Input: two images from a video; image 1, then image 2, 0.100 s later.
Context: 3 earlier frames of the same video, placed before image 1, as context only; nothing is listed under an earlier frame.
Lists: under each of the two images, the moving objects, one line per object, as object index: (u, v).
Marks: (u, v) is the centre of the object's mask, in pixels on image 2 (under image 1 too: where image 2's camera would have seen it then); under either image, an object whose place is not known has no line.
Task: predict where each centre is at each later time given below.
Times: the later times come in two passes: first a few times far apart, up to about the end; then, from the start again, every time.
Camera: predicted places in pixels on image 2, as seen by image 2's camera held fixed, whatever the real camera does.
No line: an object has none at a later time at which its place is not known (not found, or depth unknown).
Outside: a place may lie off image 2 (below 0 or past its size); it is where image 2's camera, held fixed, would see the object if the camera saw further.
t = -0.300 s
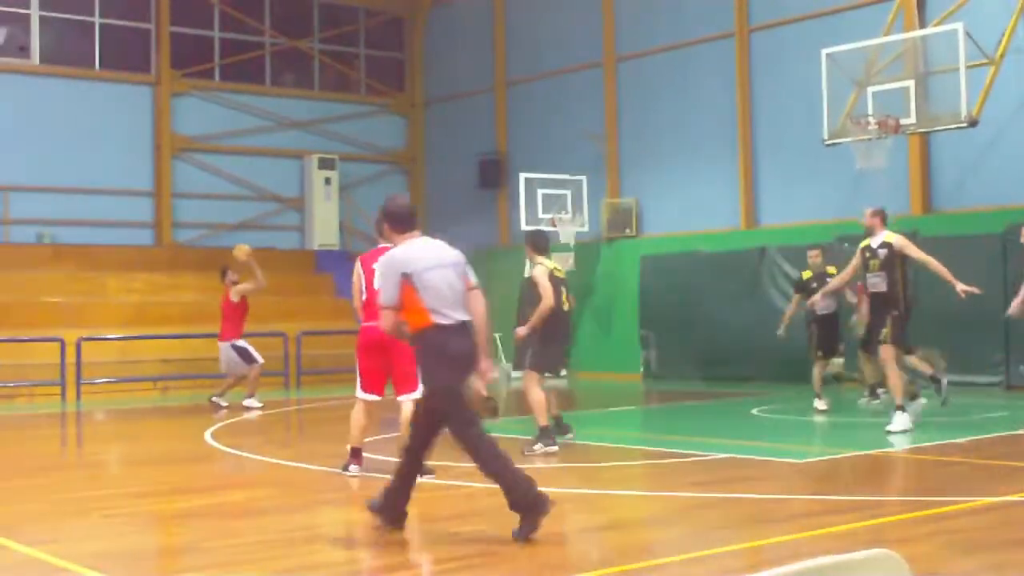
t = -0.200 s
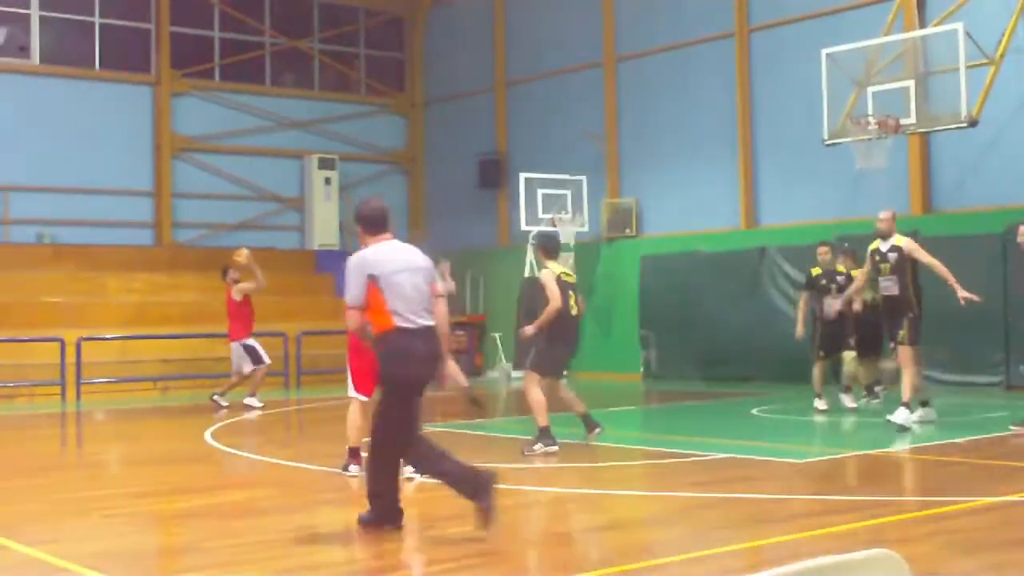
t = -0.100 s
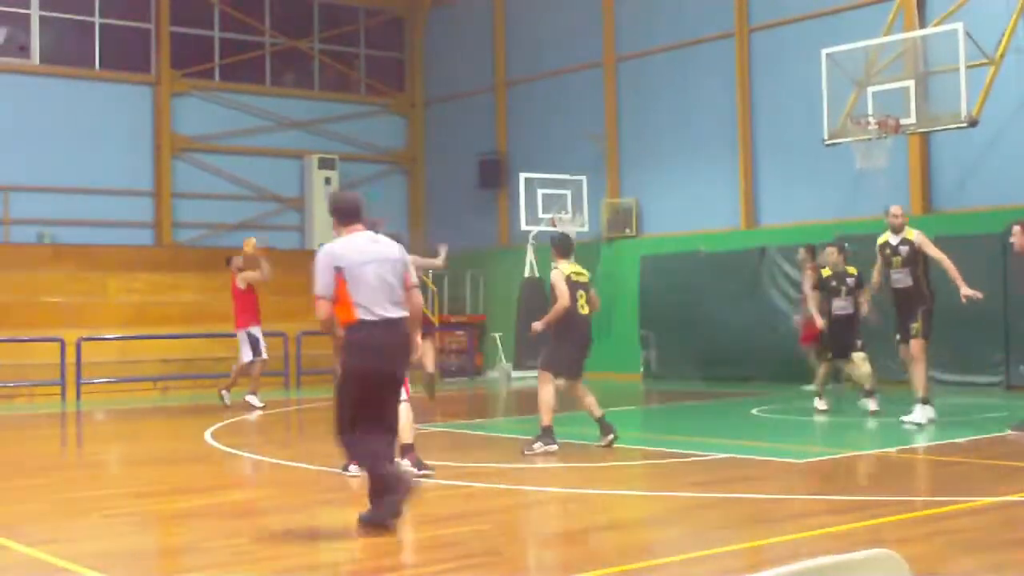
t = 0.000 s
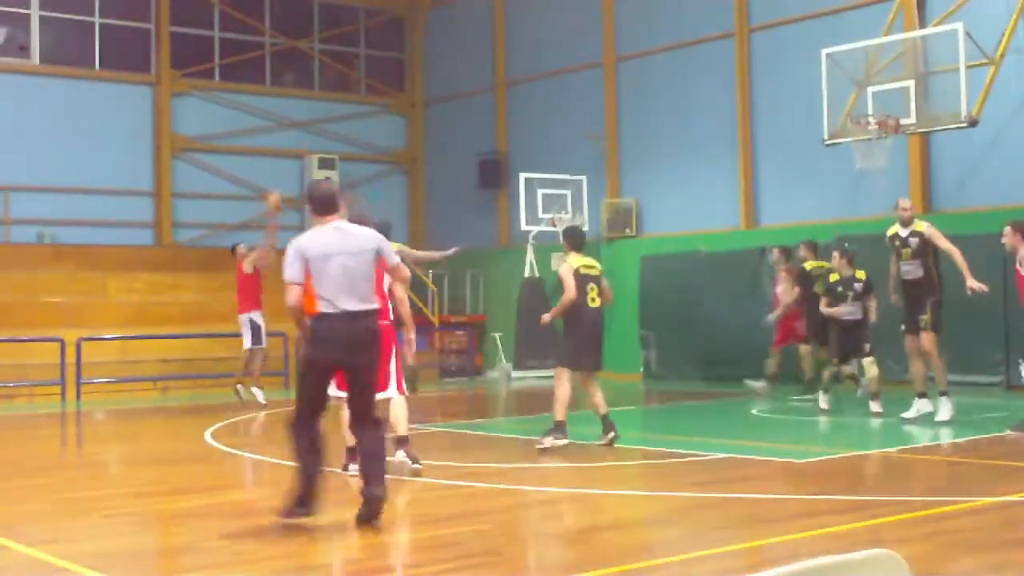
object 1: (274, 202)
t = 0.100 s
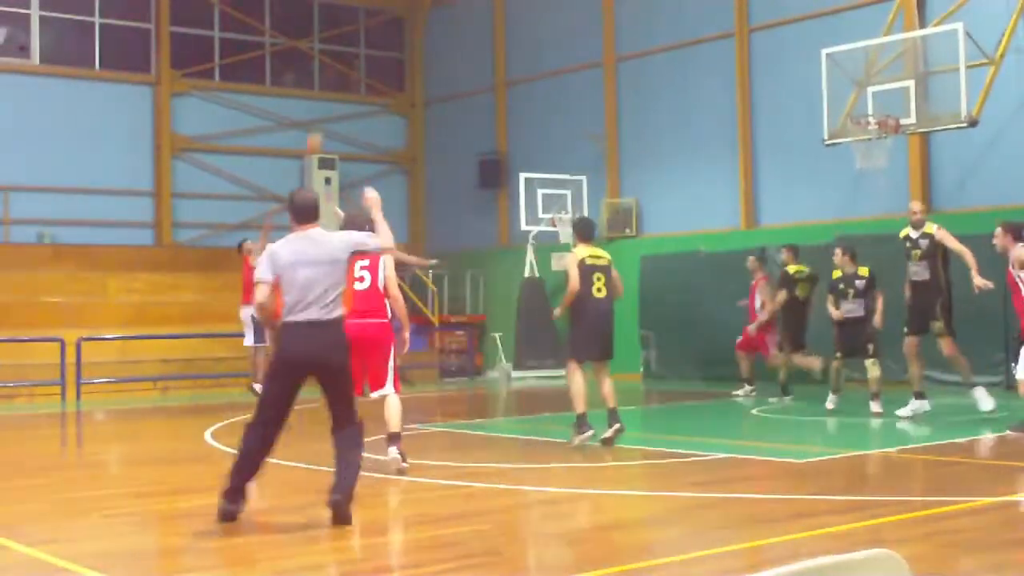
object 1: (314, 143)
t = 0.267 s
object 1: (380, 66)
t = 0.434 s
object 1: (448, 10)
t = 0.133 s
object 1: (326, 127)
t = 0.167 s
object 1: (340, 111)
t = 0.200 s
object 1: (353, 93)
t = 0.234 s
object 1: (367, 80)
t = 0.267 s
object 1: (380, 66)
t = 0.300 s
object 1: (394, 53)
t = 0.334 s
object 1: (408, 41)
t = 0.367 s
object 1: (422, 29)
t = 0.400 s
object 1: (434, 19)
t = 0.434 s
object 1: (448, 10)
